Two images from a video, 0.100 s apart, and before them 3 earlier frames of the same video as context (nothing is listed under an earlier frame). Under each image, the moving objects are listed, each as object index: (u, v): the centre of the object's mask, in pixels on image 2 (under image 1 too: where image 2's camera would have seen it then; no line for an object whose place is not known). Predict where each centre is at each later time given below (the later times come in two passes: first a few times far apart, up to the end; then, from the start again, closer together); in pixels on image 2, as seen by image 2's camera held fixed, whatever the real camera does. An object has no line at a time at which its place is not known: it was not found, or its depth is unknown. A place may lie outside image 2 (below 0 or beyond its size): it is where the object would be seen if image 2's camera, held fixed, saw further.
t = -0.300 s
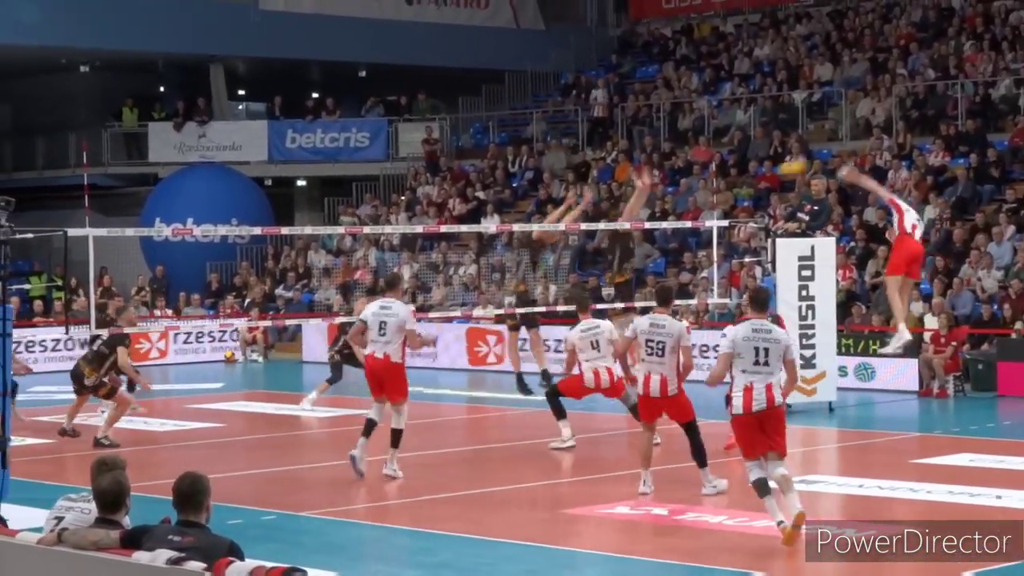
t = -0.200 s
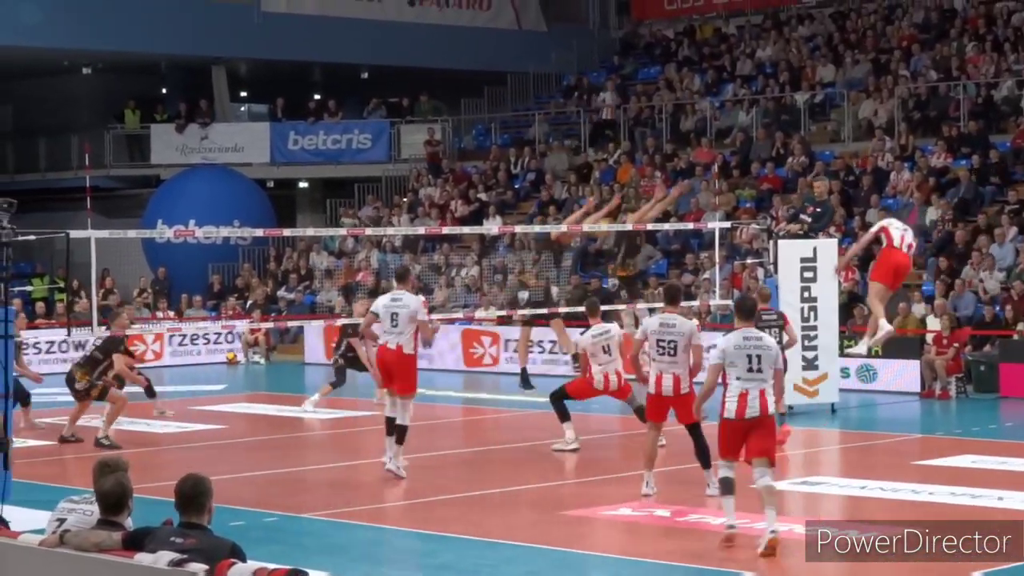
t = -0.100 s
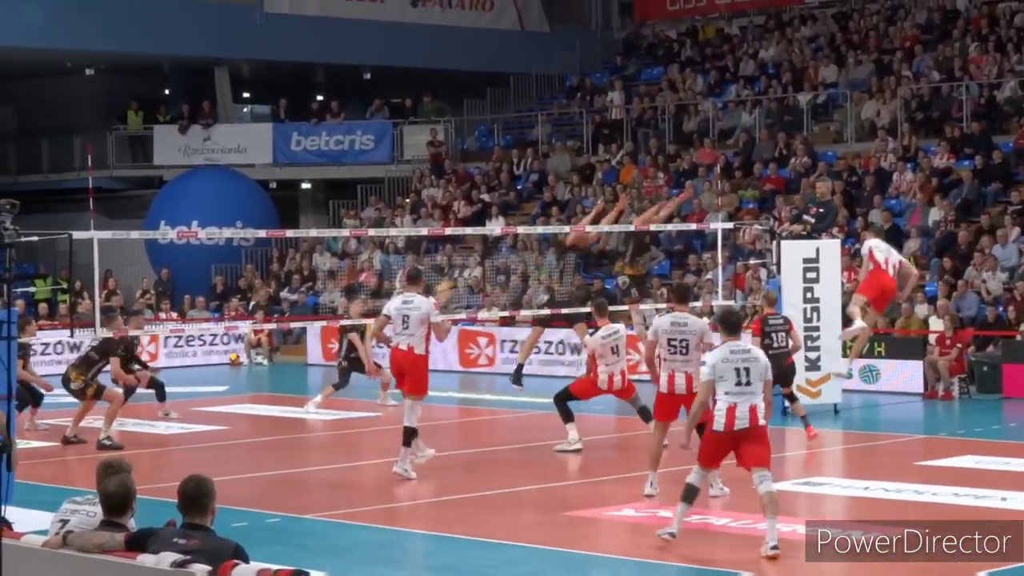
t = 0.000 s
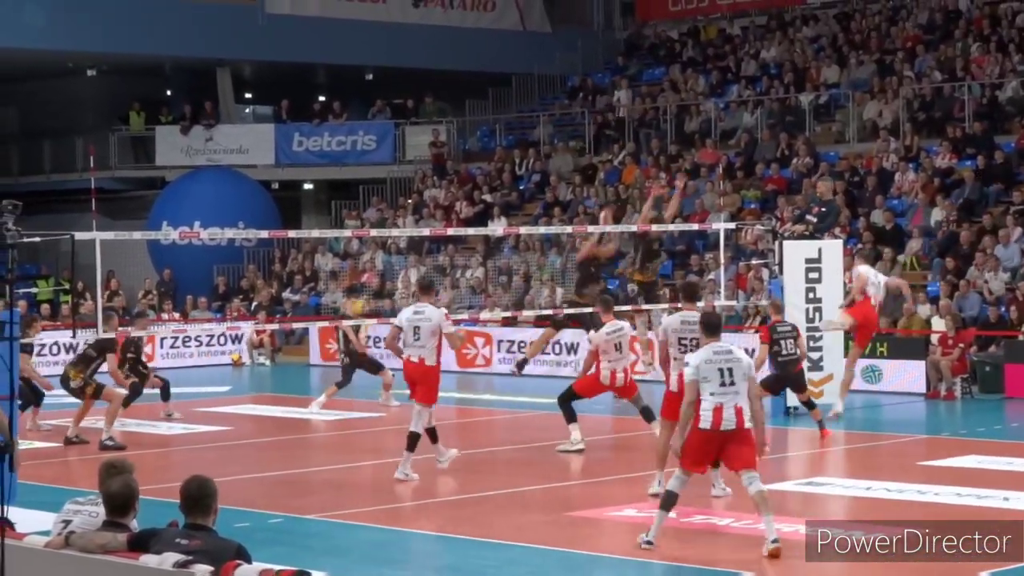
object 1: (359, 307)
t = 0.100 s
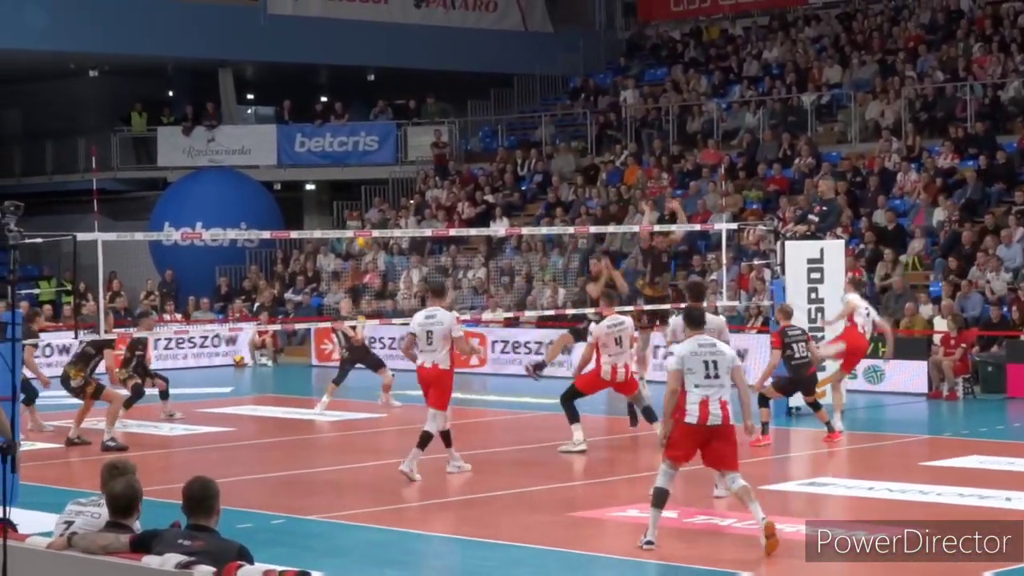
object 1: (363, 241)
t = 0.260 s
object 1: (363, 153)
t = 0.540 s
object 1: (359, 47)
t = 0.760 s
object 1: (355, 6)
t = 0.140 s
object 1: (362, 217)
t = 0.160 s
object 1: (363, 204)
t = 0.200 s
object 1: (362, 184)
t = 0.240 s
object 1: (362, 162)
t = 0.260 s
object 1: (363, 153)
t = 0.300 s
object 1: (362, 133)
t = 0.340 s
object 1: (361, 116)
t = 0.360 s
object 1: (362, 108)
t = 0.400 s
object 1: (361, 92)
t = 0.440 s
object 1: (361, 78)
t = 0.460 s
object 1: (360, 72)
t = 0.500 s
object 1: (360, 59)
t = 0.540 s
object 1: (359, 47)
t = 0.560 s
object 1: (358, 42)
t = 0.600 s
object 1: (358, 33)
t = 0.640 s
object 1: (357, 25)
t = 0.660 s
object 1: (357, 21)
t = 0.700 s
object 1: (357, 15)
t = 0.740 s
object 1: (355, 8)
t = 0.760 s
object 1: (355, 6)
